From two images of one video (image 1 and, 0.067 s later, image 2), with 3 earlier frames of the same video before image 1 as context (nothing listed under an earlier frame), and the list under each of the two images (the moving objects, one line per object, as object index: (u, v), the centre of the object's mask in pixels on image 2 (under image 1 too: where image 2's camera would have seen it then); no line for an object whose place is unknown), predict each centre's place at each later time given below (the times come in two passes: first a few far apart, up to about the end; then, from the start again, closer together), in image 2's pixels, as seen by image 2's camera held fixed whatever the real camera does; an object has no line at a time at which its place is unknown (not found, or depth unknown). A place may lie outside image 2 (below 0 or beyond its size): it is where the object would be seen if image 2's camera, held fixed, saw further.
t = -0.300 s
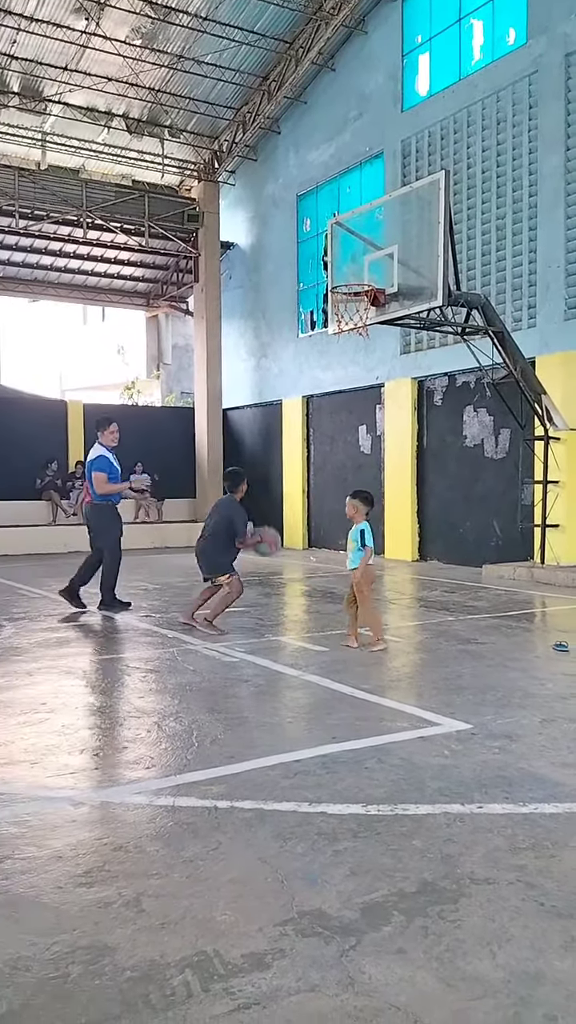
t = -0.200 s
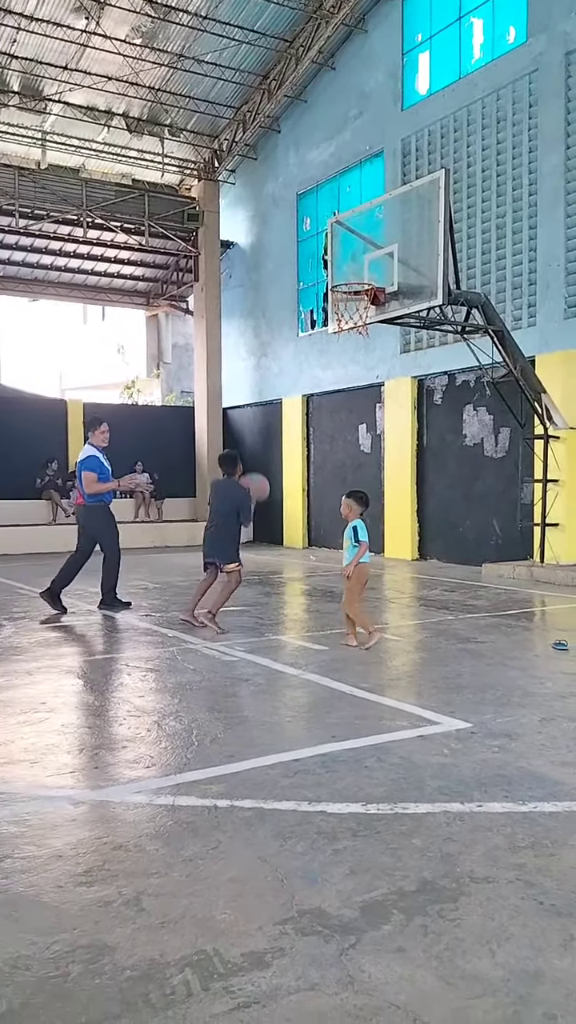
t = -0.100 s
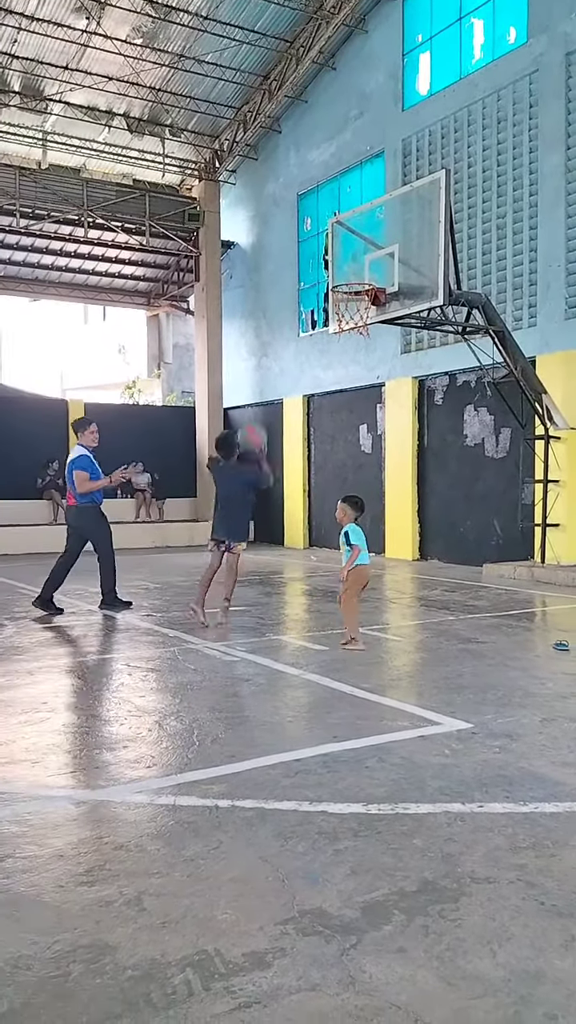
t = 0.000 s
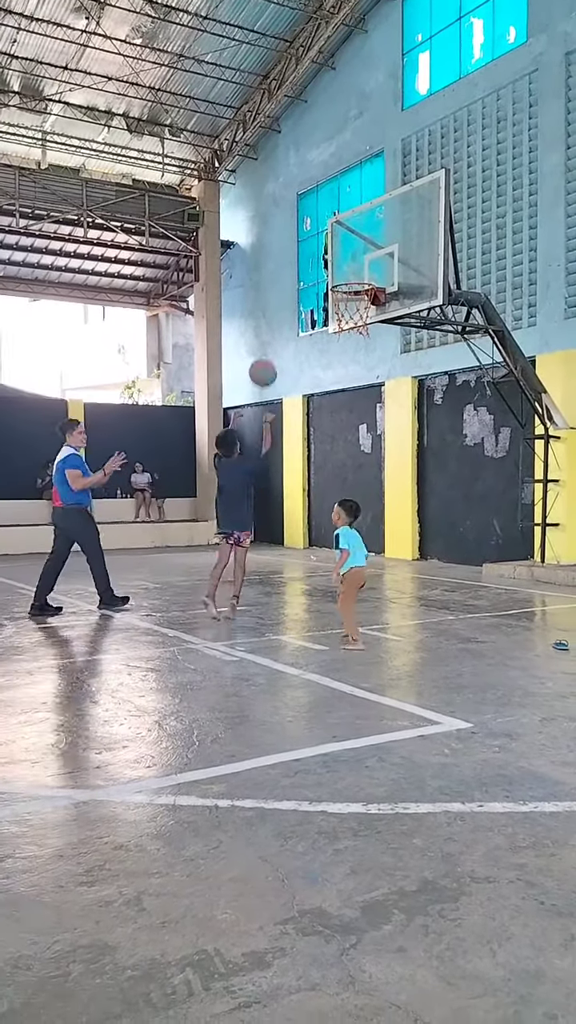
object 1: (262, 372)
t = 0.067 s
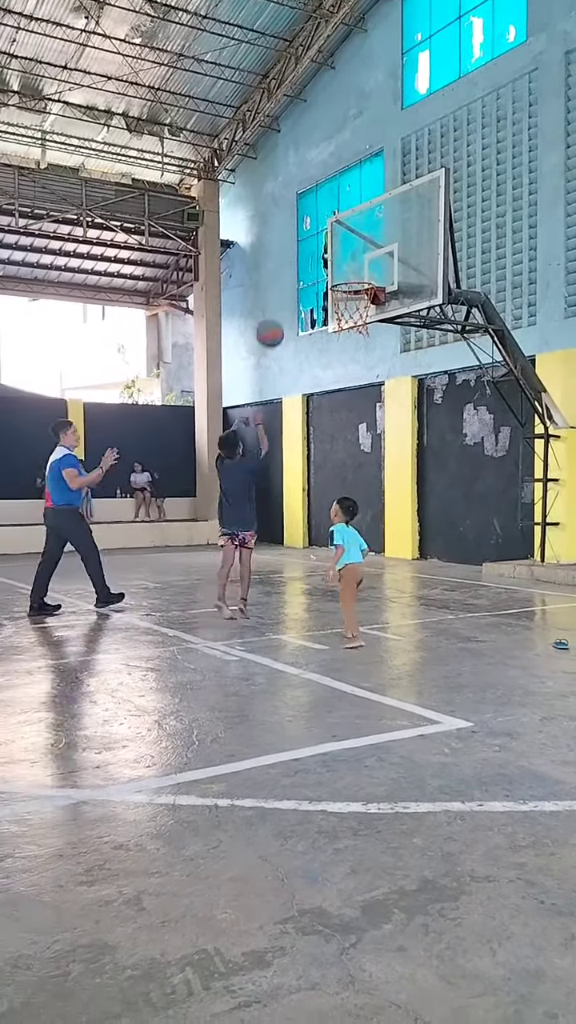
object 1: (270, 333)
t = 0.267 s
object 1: (290, 252)
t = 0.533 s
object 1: (316, 222)
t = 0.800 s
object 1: (338, 267)
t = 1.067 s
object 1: (313, 308)
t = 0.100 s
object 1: (273, 316)
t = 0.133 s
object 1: (277, 300)
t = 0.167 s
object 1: (280, 286)
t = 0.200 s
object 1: (283, 273)
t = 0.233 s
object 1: (287, 262)
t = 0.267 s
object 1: (290, 252)
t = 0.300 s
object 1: (294, 243)
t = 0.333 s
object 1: (297, 237)
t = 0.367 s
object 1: (300, 231)
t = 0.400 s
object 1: (303, 226)
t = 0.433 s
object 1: (306, 224)
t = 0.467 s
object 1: (310, 222)
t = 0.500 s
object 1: (313, 221)
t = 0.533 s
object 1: (316, 222)
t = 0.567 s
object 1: (319, 223)
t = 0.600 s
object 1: (322, 226)
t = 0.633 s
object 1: (325, 230)
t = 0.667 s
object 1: (328, 236)
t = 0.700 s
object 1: (330, 242)
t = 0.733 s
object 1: (333, 249)
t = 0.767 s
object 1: (335, 257)
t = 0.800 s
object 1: (338, 267)
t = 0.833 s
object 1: (340, 276)
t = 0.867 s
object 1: (337, 277)
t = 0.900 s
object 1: (333, 279)
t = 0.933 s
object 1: (329, 282)
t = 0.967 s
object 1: (325, 287)
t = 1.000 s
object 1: (321, 293)
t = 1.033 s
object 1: (317, 300)
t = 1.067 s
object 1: (313, 308)
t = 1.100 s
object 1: (308, 318)
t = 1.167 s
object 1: (300, 341)
